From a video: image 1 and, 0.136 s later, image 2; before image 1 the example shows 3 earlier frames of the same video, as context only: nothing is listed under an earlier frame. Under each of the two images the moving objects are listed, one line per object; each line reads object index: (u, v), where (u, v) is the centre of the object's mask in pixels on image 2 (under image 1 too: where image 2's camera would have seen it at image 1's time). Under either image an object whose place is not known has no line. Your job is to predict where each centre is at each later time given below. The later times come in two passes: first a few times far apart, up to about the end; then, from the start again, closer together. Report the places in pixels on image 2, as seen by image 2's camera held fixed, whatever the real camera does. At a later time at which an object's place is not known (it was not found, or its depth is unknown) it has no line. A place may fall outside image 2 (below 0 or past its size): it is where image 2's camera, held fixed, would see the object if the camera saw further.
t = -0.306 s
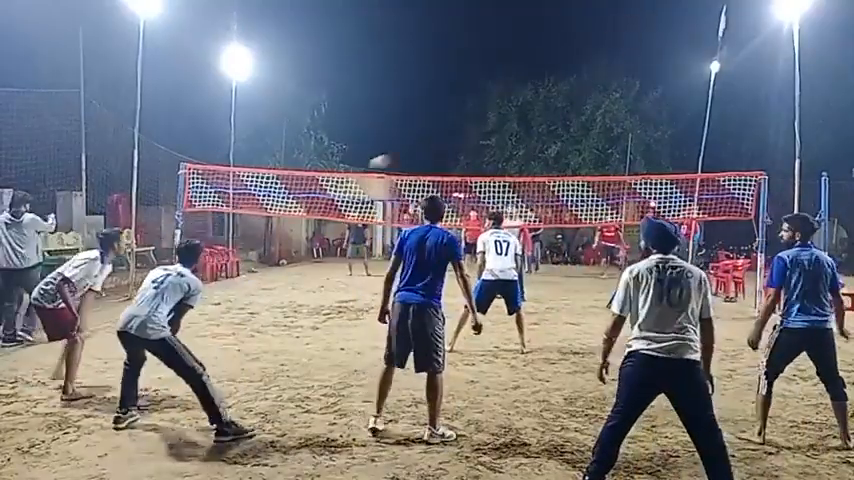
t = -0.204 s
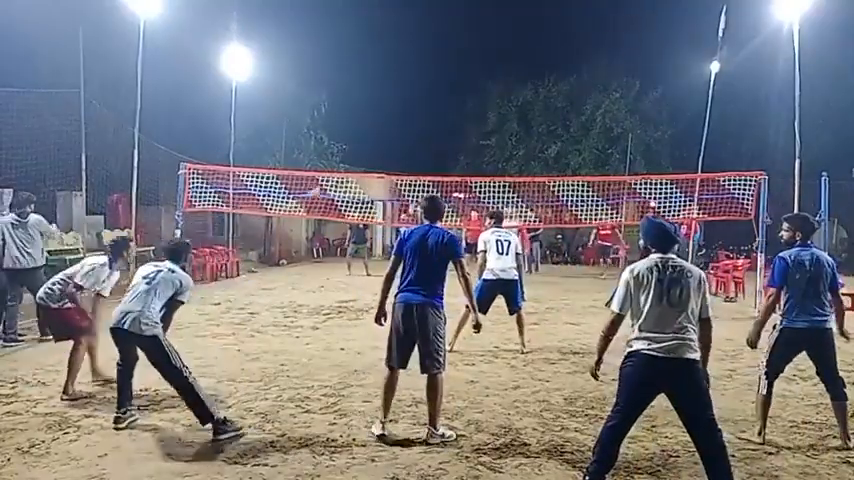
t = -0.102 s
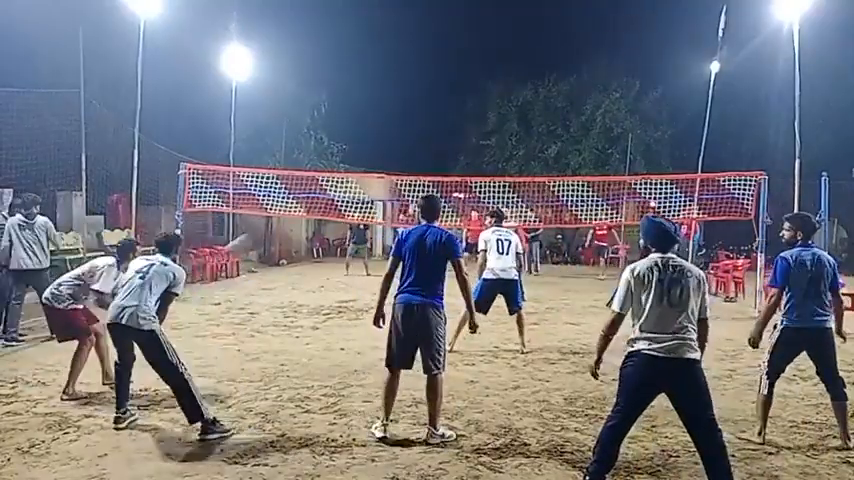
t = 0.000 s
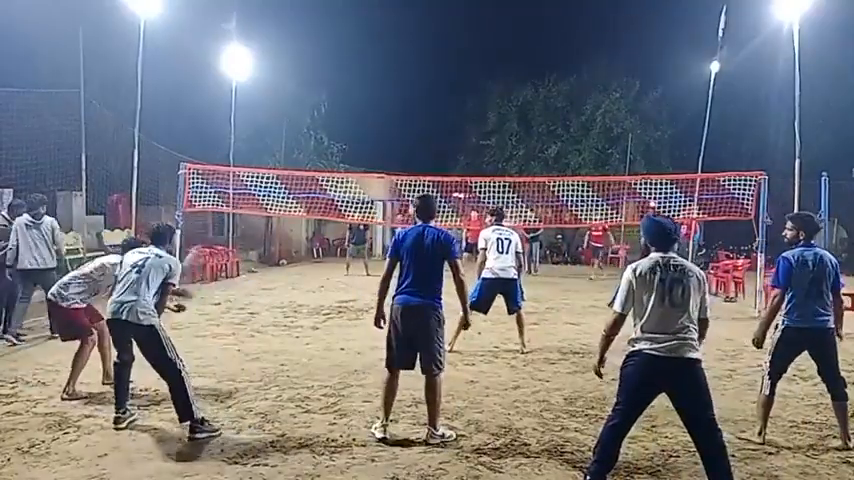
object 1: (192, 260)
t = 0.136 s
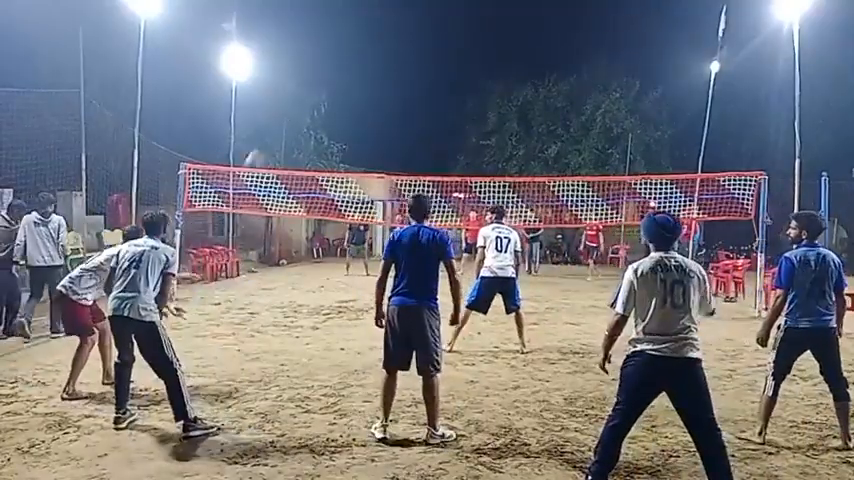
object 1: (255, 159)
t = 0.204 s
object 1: (276, 125)
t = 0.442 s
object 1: (336, 51)
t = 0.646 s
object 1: (369, 30)
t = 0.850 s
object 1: (391, 34)
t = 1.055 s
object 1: (407, 55)
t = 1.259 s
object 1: (420, 89)
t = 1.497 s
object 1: (430, 141)
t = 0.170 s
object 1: (265, 140)
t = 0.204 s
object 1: (276, 125)
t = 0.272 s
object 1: (297, 96)
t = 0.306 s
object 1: (305, 84)
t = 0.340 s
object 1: (314, 75)
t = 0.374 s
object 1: (322, 66)
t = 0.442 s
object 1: (336, 51)
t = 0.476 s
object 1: (343, 45)
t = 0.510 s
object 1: (349, 41)
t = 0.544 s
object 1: (354, 37)
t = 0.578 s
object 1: (359, 34)
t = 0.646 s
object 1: (369, 30)
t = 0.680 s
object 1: (373, 29)
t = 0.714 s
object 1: (377, 29)
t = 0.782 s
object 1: (384, 30)
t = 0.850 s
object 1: (391, 34)
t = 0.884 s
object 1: (394, 36)
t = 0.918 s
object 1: (397, 39)
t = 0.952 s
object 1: (400, 42)
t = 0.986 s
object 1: (402, 46)
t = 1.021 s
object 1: (405, 50)
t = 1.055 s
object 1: (407, 55)
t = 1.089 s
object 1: (410, 60)
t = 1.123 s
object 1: (412, 65)
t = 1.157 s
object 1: (414, 70)
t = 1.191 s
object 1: (416, 77)
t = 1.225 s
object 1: (418, 82)
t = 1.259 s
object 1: (420, 89)
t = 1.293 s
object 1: (421, 96)
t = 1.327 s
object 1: (423, 102)
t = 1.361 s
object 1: (424, 110)
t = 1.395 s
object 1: (426, 117)
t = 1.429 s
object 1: (427, 126)
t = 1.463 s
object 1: (429, 133)
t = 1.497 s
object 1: (430, 141)
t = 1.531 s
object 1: (431, 149)
